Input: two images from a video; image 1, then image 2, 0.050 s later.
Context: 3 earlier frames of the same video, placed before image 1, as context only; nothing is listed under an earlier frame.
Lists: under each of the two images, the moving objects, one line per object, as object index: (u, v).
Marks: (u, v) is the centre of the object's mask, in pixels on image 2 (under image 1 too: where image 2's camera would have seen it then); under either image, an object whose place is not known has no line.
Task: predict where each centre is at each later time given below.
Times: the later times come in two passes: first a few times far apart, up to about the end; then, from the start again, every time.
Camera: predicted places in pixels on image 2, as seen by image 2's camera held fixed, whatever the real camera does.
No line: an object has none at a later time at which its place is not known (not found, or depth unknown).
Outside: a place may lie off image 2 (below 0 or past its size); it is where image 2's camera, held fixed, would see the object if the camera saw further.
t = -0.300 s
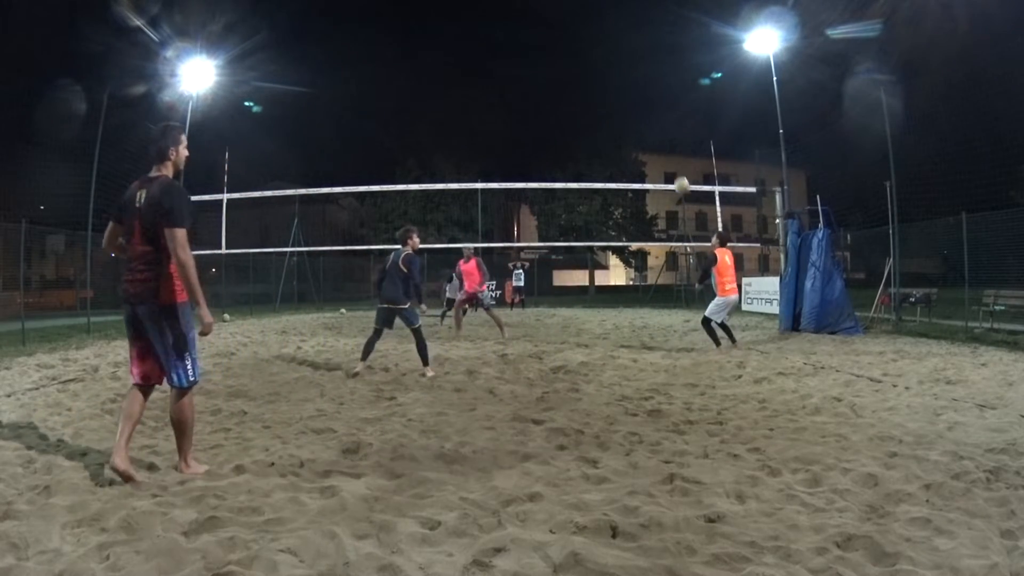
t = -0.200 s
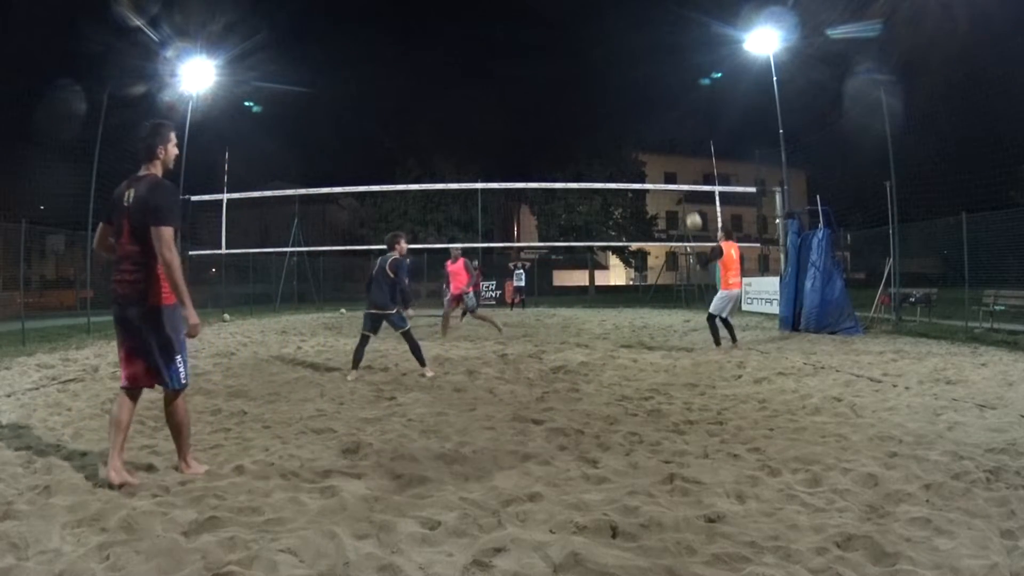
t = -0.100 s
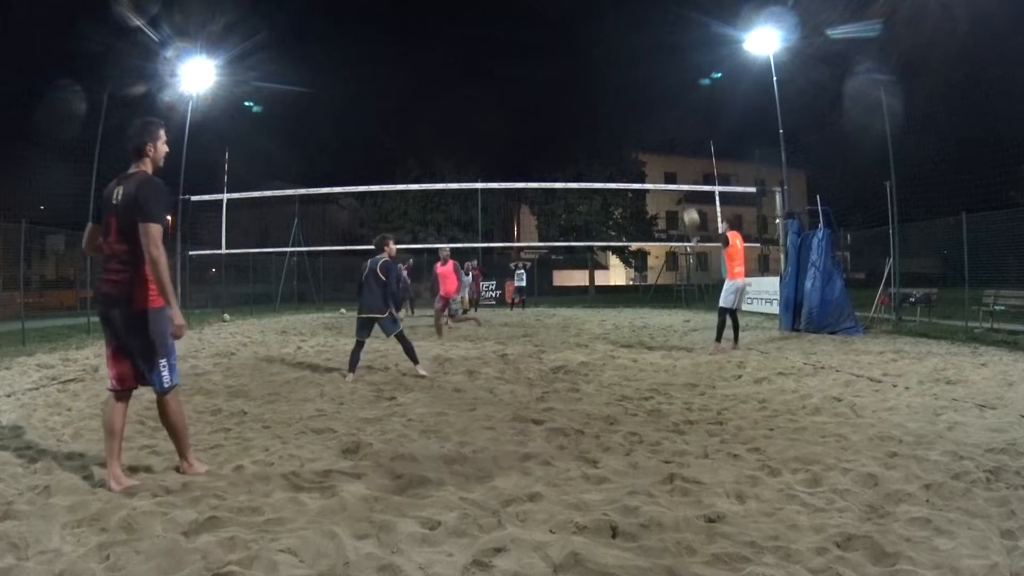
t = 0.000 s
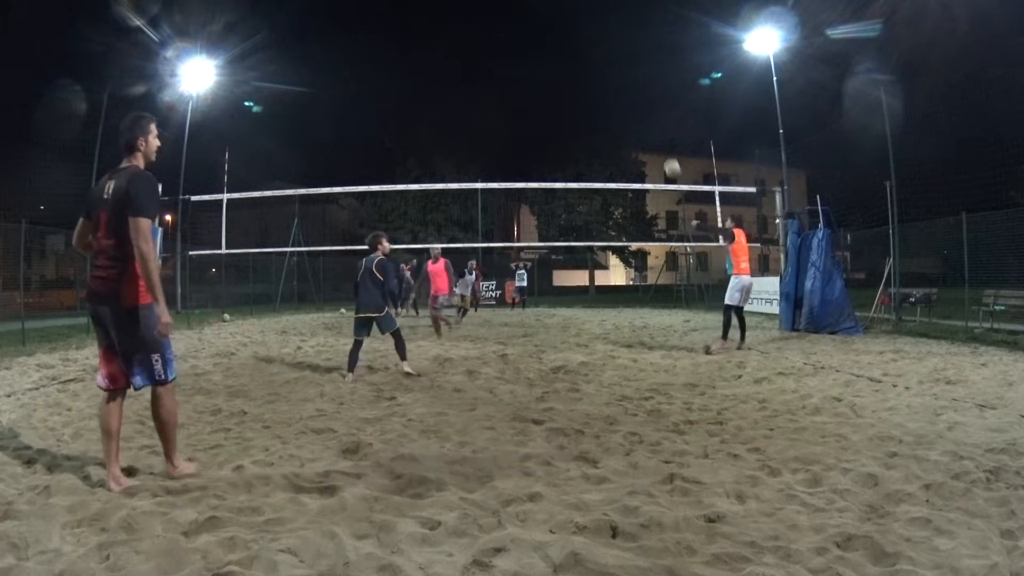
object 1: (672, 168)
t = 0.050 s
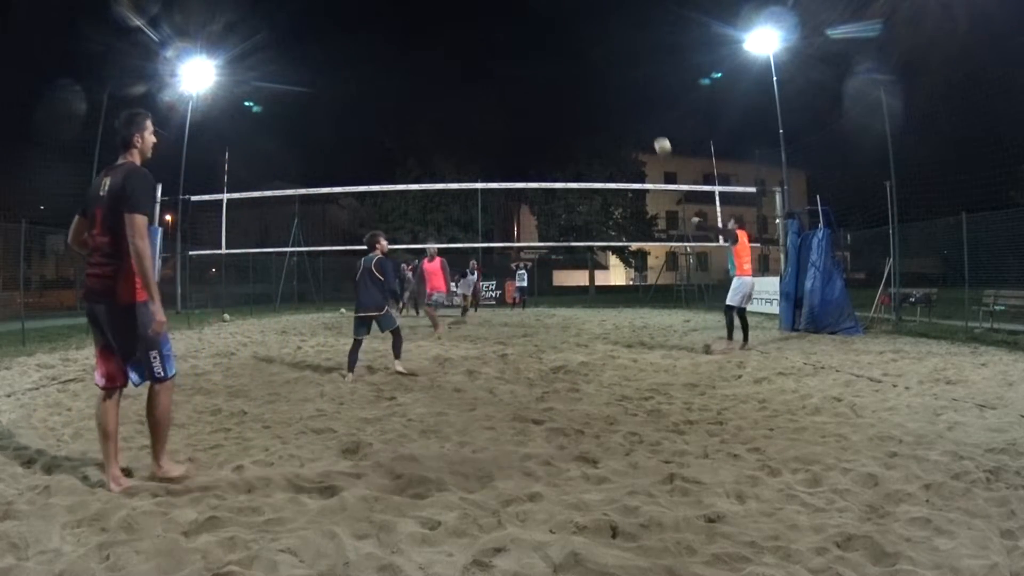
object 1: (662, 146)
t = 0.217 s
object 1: (631, 88)
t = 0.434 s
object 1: (593, 43)
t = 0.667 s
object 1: (553, 27)
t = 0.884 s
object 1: (518, 42)
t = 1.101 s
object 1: (482, 92)
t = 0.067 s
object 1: (659, 139)
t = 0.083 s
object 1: (656, 133)
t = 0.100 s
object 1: (653, 127)
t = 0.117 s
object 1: (650, 120)
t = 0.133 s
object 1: (647, 115)
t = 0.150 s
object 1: (644, 109)
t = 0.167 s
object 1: (641, 103)
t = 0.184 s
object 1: (638, 98)
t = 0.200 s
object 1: (634, 93)
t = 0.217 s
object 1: (631, 88)
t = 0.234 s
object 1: (628, 83)
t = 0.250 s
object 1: (625, 79)
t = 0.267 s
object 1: (622, 75)
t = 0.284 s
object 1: (619, 71)
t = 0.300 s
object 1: (616, 67)
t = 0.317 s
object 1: (613, 63)
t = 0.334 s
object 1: (610, 60)
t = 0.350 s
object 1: (607, 56)
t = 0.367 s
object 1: (604, 53)
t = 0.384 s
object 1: (601, 50)
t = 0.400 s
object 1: (598, 48)
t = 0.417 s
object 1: (595, 45)
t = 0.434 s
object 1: (593, 43)
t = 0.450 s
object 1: (590, 40)
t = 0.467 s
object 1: (587, 38)
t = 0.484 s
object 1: (584, 36)
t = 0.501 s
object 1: (581, 35)
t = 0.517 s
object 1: (579, 33)
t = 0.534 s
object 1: (576, 32)
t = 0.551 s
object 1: (573, 30)
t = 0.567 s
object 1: (570, 29)
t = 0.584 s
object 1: (567, 28)
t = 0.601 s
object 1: (564, 28)
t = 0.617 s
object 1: (562, 27)
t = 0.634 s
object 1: (559, 27)
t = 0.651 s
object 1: (556, 27)
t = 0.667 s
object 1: (553, 27)
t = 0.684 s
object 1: (551, 27)
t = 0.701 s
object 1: (548, 27)
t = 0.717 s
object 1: (545, 28)
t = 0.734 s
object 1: (542, 28)
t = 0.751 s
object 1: (540, 29)
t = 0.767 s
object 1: (537, 30)
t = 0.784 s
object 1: (534, 31)
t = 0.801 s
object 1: (531, 33)
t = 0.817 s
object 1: (529, 34)
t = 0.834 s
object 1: (526, 36)
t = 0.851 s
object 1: (523, 38)
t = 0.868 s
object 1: (520, 40)
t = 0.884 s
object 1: (518, 42)
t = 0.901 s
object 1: (515, 45)
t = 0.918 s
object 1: (512, 48)
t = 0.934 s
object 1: (509, 51)
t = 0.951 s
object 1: (507, 54)
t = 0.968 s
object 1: (504, 57)
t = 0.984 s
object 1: (501, 61)
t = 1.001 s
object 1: (498, 65)
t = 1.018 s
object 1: (496, 69)
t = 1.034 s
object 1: (493, 73)
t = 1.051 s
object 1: (490, 77)
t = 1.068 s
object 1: (487, 82)
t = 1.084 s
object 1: (485, 87)
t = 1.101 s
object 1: (482, 92)
